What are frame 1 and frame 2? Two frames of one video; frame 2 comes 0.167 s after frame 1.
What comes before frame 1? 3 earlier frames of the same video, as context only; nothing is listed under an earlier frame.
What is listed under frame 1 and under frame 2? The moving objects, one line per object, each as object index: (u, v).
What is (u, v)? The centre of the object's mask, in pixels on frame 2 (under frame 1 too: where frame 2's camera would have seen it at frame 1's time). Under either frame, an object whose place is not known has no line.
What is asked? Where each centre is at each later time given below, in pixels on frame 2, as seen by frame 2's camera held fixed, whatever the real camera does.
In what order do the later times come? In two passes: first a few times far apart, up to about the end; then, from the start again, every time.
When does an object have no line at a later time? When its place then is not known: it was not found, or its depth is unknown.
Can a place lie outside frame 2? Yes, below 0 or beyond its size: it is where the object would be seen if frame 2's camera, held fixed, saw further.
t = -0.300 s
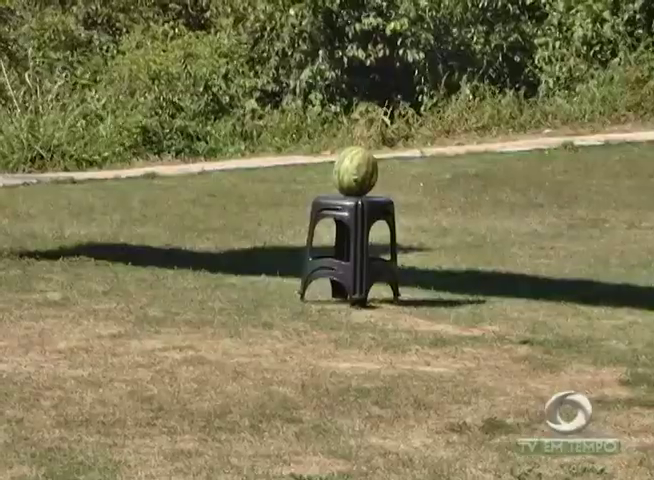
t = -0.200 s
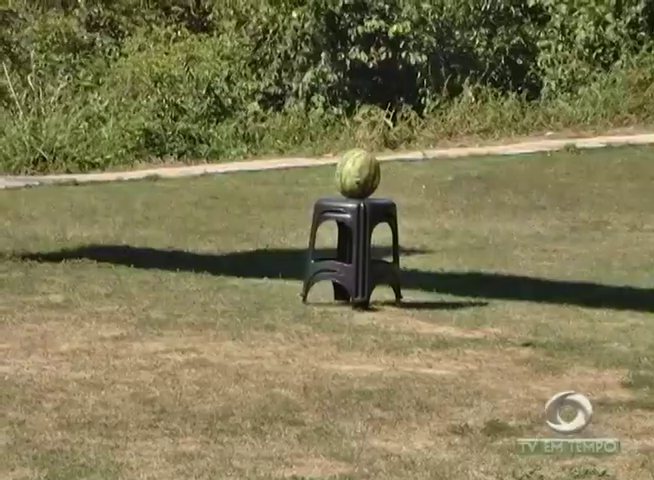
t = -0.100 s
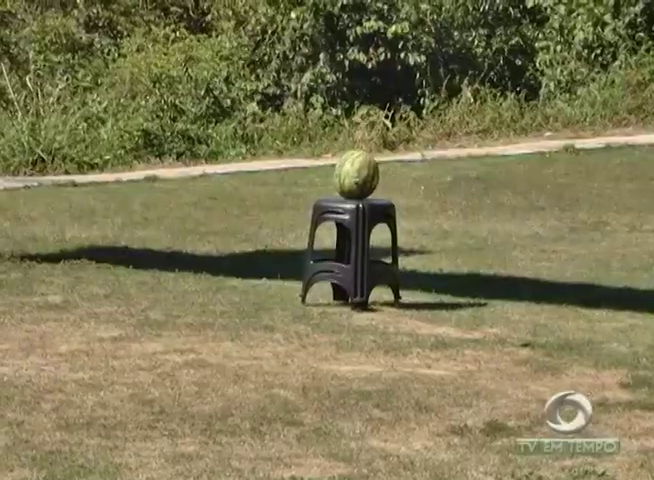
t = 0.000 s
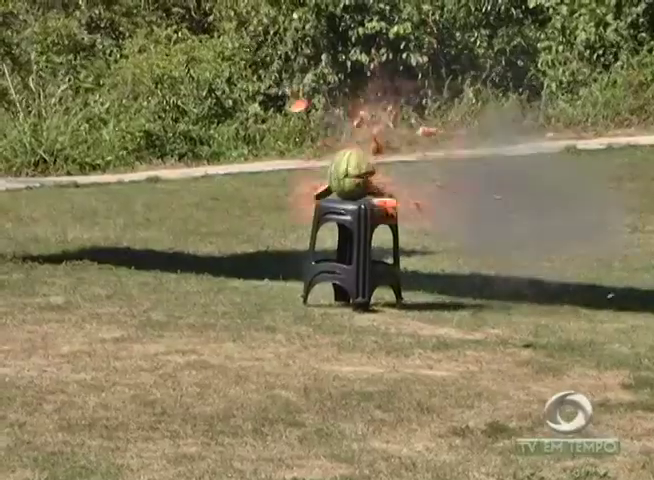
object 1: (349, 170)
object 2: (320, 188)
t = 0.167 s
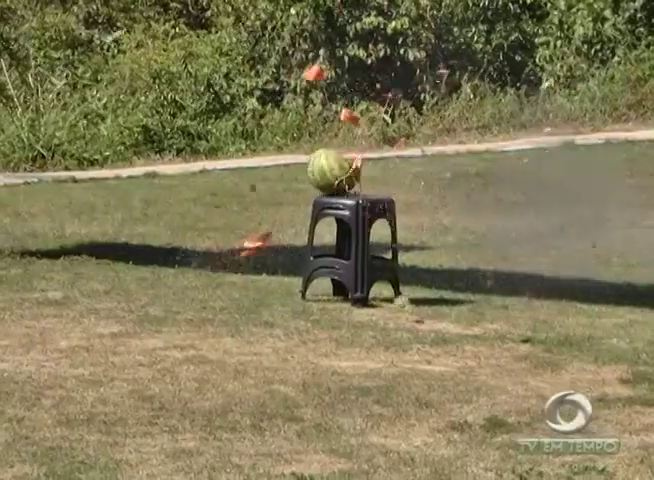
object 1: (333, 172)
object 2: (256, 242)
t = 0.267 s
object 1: (323, 176)
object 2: (219, 289)
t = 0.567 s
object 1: (294, 238)
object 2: (209, 290)
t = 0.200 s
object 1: (331, 173)
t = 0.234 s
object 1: (328, 173)
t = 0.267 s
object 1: (323, 176)
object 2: (219, 289)
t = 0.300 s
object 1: (322, 175)
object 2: (216, 287)
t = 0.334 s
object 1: (318, 176)
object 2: (213, 285)
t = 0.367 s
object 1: (313, 186)
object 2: (211, 290)
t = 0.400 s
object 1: (312, 184)
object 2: (206, 290)
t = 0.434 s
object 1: (313, 197)
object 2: (203, 290)
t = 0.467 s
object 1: (303, 204)
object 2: (204, 291)
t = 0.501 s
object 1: (299, 210)
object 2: (209, 290)
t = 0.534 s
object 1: (298, 223)
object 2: (207, 290)
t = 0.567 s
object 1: (294, 238)
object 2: (209, 290)
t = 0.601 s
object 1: (288, 258)
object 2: (210, 290)
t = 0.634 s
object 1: (286, 279)
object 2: (209, 290)
